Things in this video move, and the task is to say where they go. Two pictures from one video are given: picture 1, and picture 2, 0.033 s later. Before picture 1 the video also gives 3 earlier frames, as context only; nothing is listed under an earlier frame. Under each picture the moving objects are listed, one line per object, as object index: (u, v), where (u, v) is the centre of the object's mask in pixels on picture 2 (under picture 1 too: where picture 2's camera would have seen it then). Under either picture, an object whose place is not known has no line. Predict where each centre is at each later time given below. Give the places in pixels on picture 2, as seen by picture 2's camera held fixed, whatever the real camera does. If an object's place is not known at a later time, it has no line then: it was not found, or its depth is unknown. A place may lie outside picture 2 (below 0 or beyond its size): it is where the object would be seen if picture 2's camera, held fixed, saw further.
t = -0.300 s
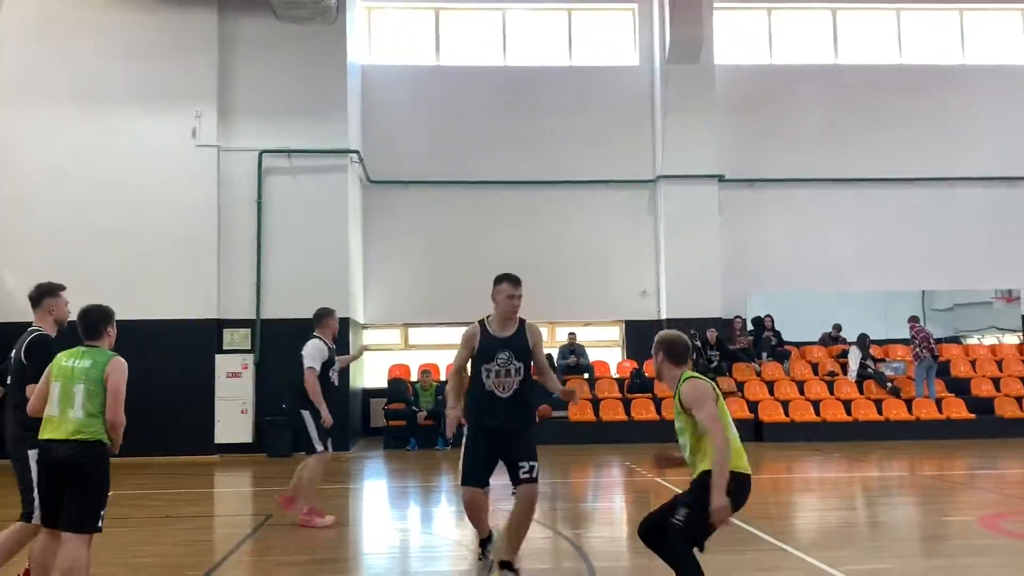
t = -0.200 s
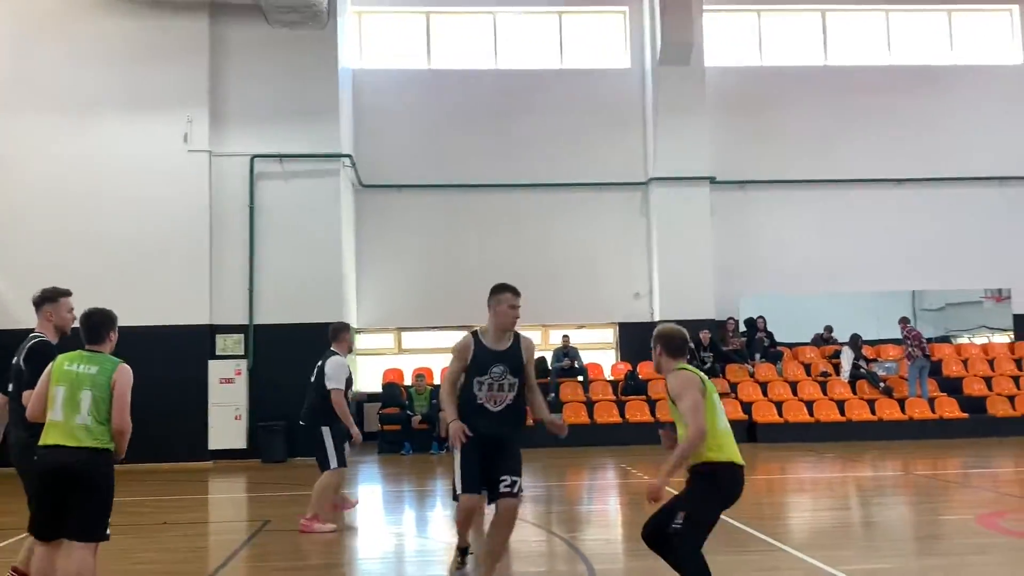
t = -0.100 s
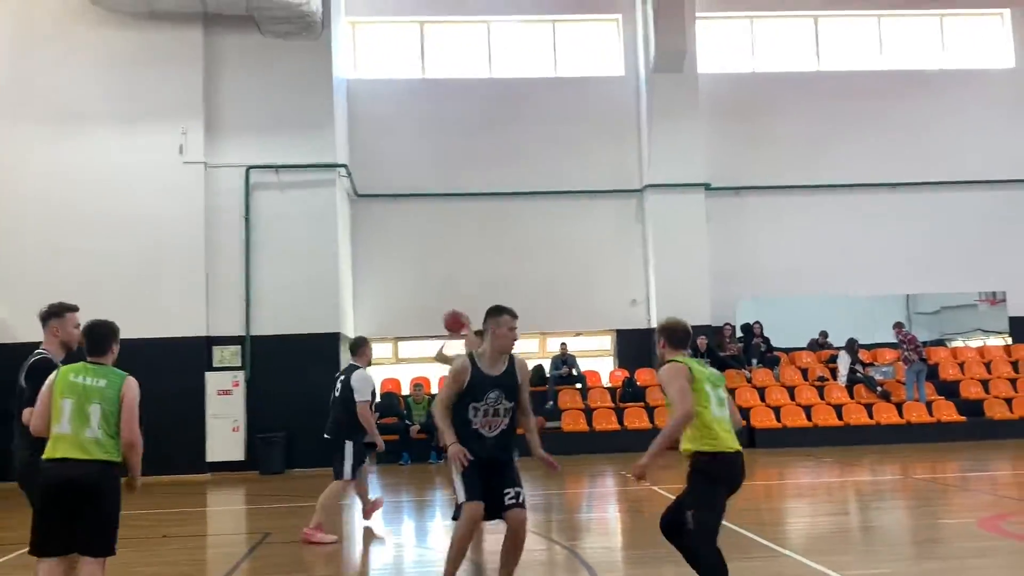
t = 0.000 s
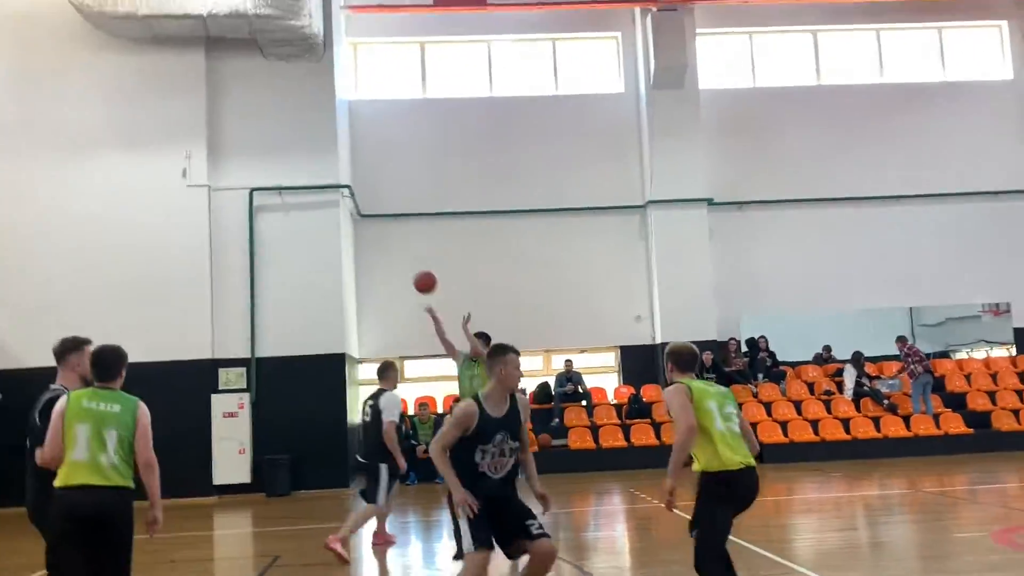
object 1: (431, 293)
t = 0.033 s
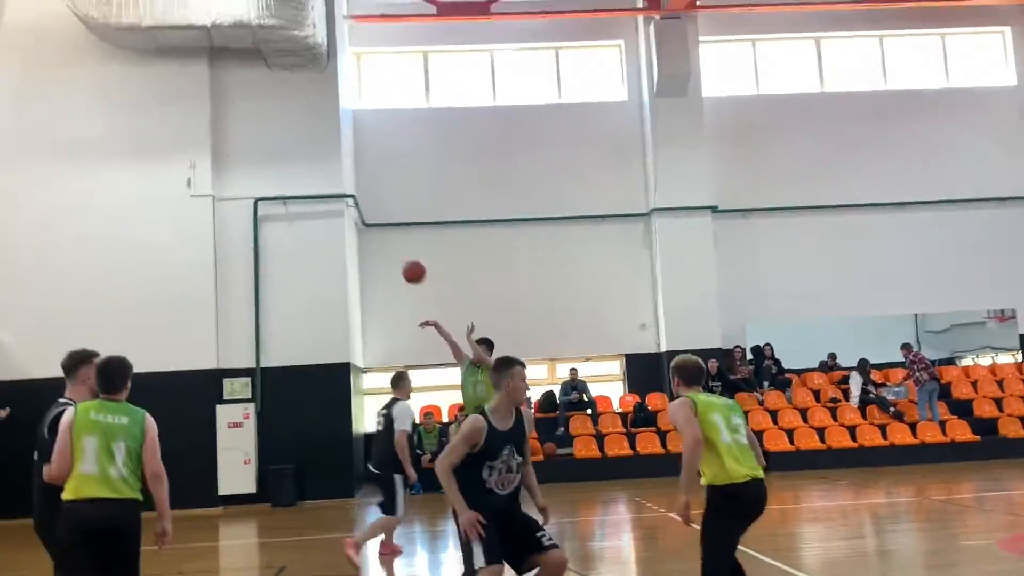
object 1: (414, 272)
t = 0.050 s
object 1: (405, 262)
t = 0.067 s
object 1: (397, 252)
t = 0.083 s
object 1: (389, 244)
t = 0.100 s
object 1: (380, 235)
